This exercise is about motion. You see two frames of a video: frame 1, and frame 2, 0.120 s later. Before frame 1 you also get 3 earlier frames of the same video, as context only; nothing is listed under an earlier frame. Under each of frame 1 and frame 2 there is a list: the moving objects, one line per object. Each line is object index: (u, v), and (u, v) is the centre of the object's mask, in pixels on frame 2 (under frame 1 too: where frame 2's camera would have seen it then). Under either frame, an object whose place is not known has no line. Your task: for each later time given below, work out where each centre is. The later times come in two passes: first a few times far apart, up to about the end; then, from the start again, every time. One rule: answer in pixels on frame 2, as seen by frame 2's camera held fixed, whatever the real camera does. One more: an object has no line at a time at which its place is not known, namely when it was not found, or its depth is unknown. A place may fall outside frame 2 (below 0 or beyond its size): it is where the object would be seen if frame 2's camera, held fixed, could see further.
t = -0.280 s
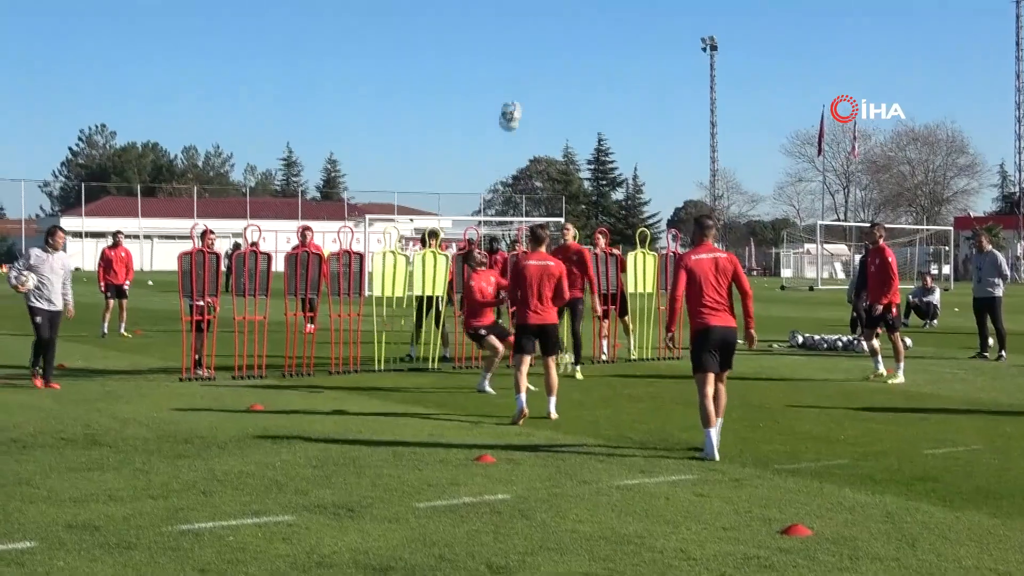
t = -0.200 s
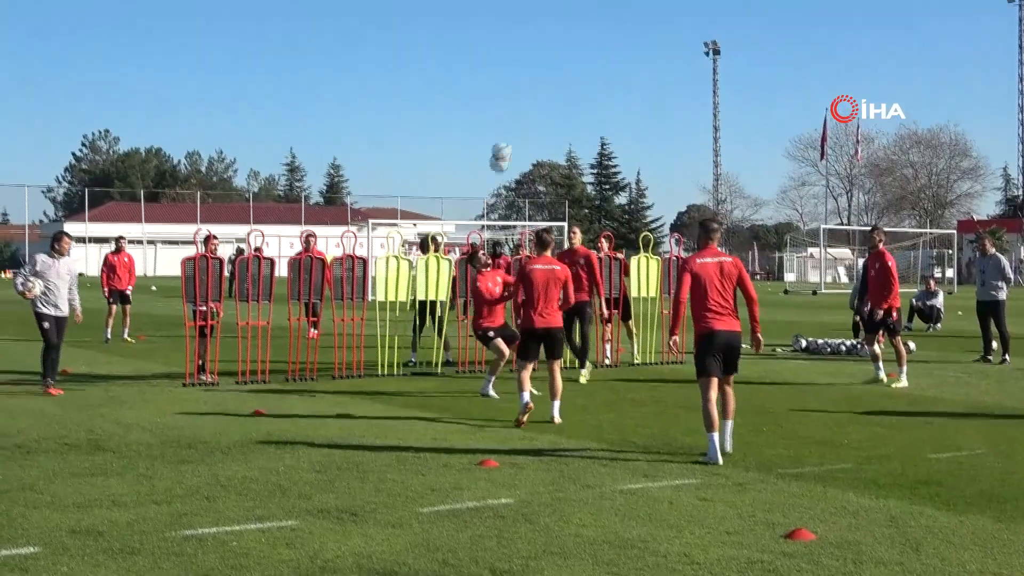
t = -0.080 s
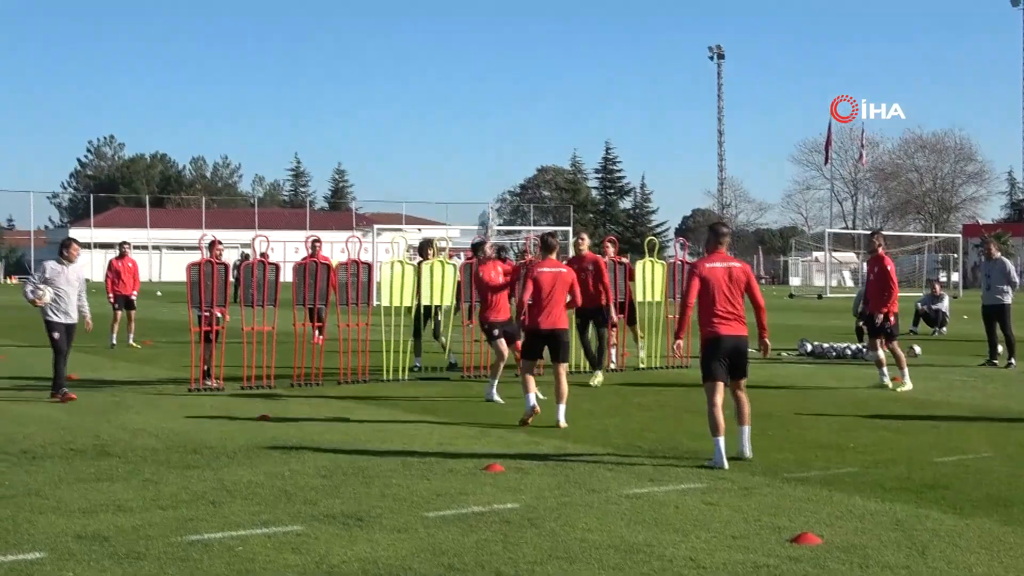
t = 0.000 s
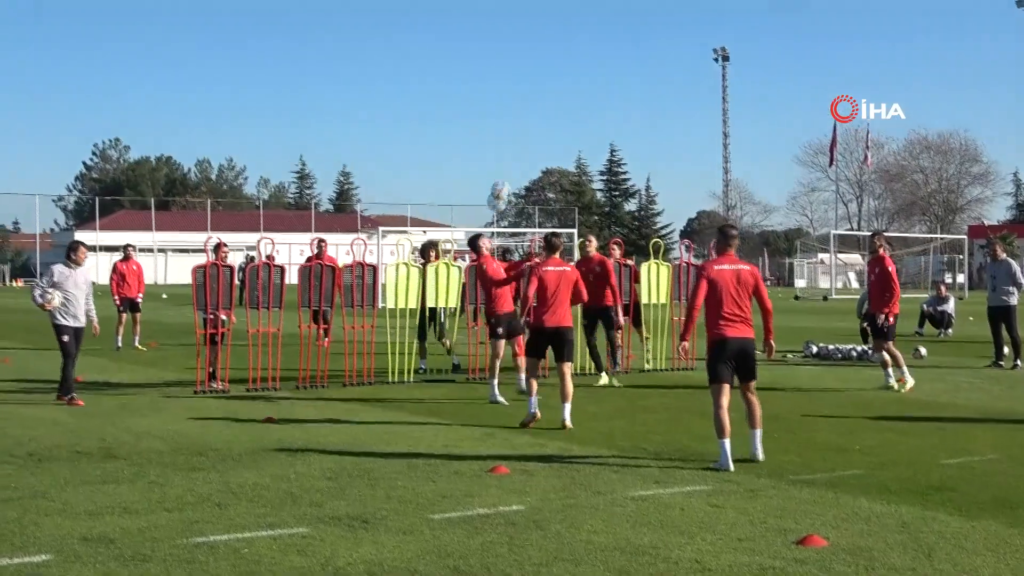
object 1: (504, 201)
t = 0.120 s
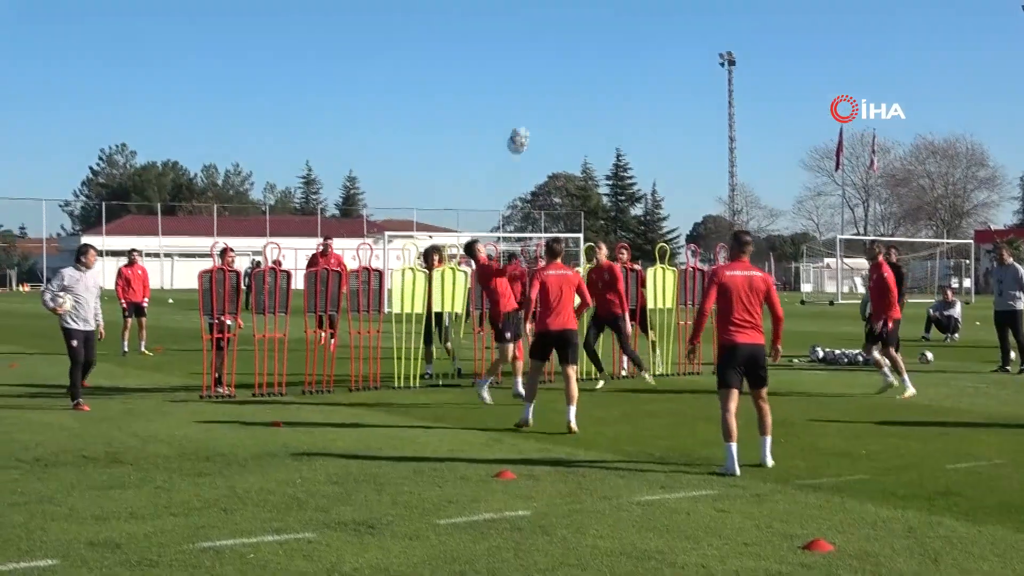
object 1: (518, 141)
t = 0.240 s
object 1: (531, 95)
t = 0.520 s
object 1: (561, 43)
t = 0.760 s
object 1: (584, 54)
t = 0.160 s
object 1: (522, 124)
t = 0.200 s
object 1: (526, 108)
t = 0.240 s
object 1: (531, 95)
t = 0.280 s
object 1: (536, 83)
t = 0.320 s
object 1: (540, 73)
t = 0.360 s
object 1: (545, 64)
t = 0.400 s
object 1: (549, 57)
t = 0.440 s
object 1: (553, 50)
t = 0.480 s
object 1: (557, 46)
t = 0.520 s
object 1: (561, 43)
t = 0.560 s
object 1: (565, 42)
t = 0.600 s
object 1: (569, 42)
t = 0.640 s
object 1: (573, 43)
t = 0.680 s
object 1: (577, 46)
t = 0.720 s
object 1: (581, 50)
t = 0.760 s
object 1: (584, 54)
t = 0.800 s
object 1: (588, 61)
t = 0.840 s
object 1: (592, 68)
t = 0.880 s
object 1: (595, 77)
